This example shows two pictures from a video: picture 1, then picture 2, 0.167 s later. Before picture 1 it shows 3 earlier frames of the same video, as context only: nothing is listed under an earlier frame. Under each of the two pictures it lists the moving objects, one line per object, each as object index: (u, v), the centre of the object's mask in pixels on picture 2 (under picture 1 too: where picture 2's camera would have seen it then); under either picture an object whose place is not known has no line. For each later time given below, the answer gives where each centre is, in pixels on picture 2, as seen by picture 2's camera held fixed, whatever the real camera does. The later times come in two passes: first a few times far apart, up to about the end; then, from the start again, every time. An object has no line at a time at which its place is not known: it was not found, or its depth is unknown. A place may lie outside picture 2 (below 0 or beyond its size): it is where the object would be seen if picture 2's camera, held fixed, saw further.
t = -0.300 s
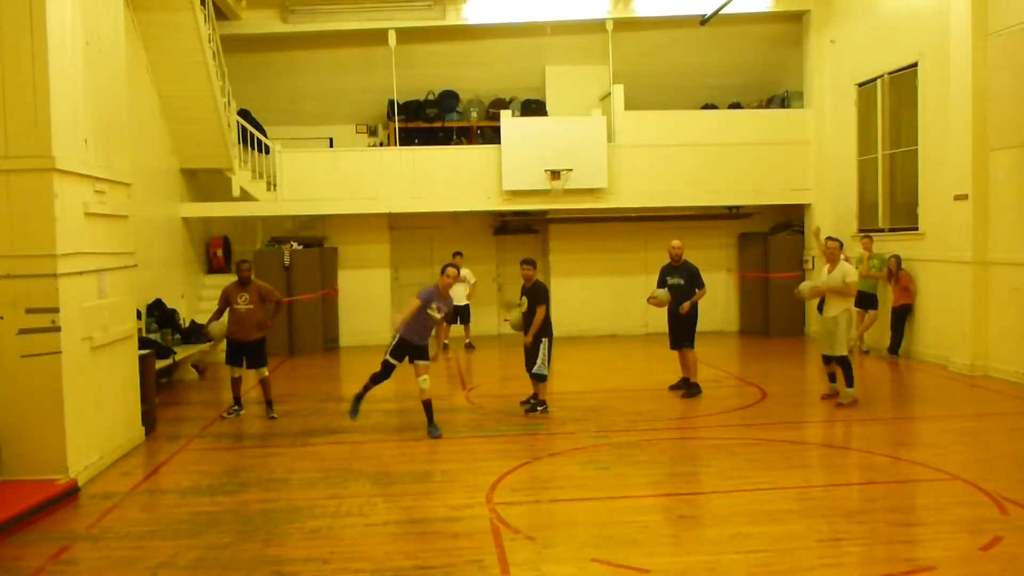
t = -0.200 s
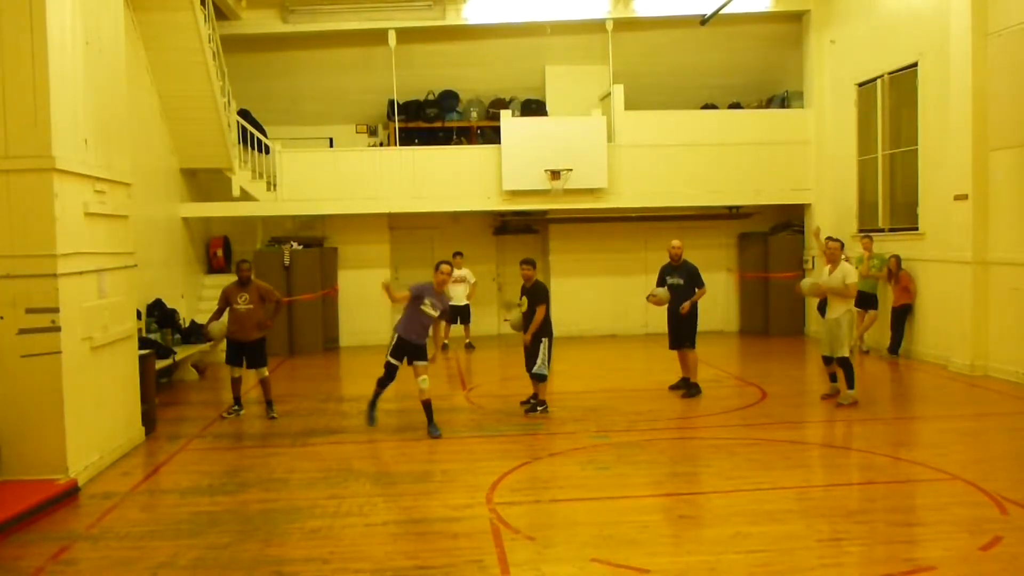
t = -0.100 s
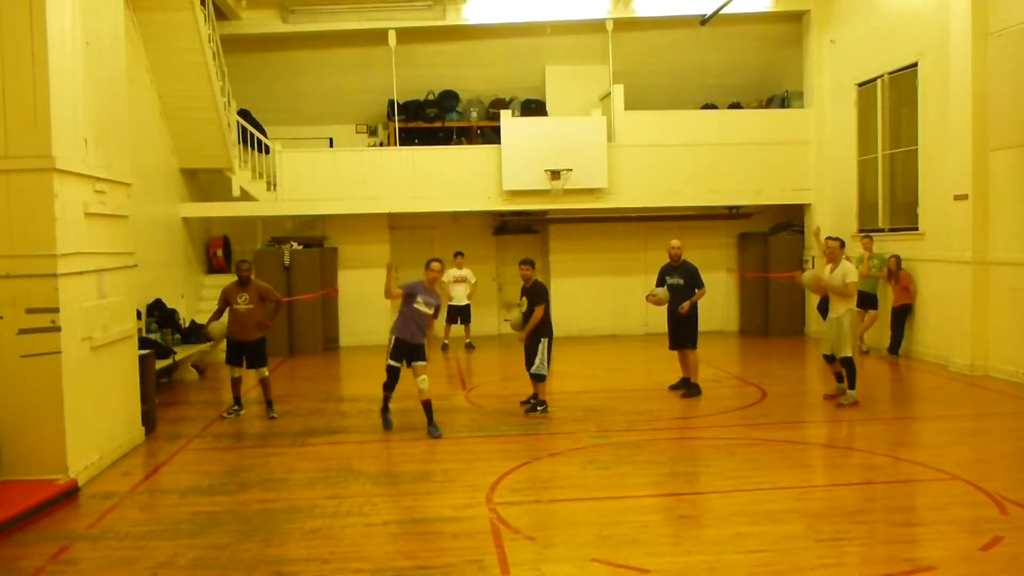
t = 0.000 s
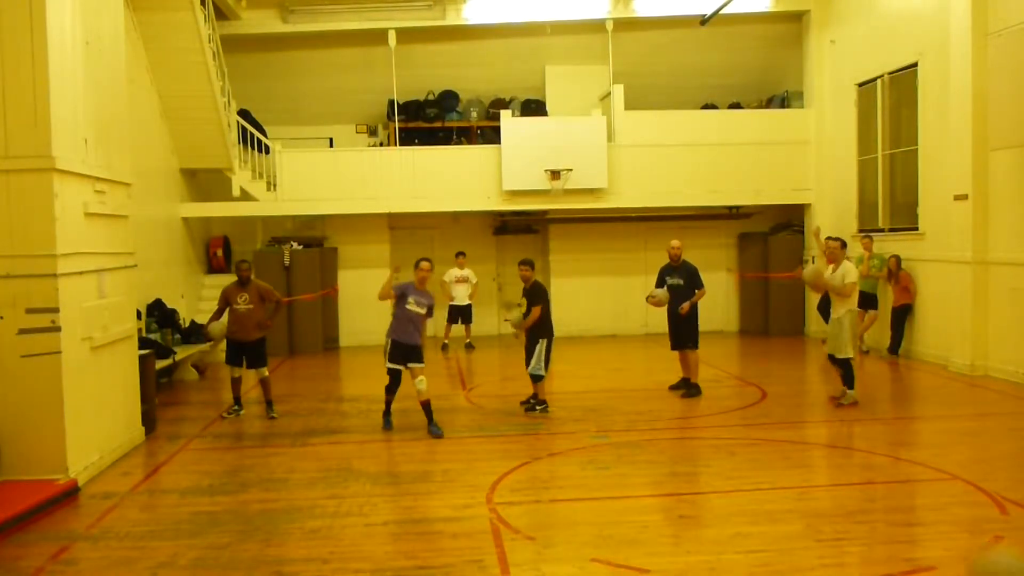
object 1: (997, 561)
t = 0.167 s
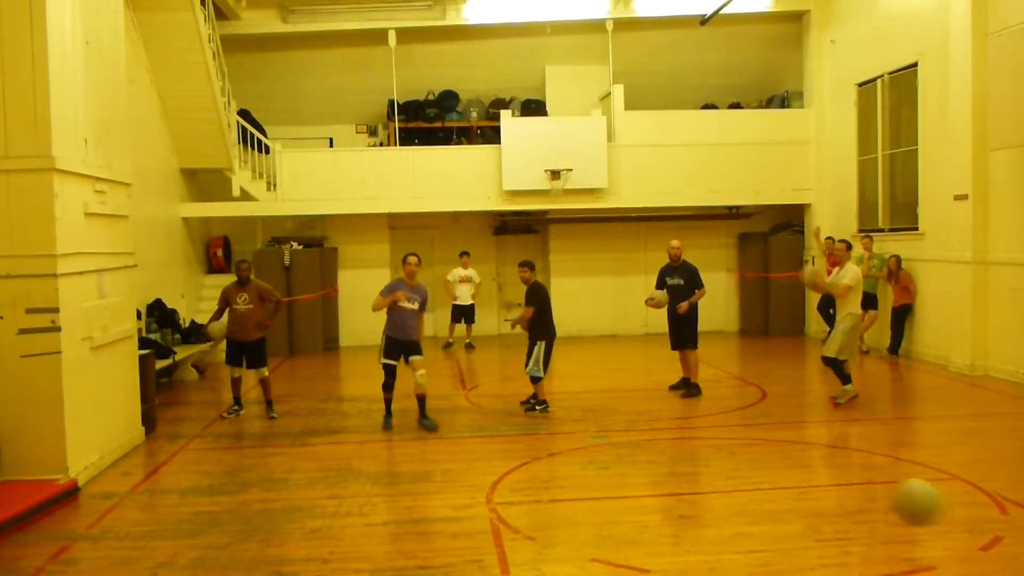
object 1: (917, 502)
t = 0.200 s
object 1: (904, 498)
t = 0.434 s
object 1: (844, 506)
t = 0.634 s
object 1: (812, 411)
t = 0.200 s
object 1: (904, 498)
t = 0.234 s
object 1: (892, 496)
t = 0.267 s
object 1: (882, 497)
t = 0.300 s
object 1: (873, 500)
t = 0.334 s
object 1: (865, 505)
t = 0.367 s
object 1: (858, 510)
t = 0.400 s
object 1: (851, 517)
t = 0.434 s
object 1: (844, 506)
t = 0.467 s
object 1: (836, 477)
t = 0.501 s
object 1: (829, 457)
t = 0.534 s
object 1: (825, 444)
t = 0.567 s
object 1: (820, 432)
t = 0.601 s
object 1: (815, 419)
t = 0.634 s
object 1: (812, 411)
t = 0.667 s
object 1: (807, 405)
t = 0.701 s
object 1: (803, 400)
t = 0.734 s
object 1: (798, 396)
